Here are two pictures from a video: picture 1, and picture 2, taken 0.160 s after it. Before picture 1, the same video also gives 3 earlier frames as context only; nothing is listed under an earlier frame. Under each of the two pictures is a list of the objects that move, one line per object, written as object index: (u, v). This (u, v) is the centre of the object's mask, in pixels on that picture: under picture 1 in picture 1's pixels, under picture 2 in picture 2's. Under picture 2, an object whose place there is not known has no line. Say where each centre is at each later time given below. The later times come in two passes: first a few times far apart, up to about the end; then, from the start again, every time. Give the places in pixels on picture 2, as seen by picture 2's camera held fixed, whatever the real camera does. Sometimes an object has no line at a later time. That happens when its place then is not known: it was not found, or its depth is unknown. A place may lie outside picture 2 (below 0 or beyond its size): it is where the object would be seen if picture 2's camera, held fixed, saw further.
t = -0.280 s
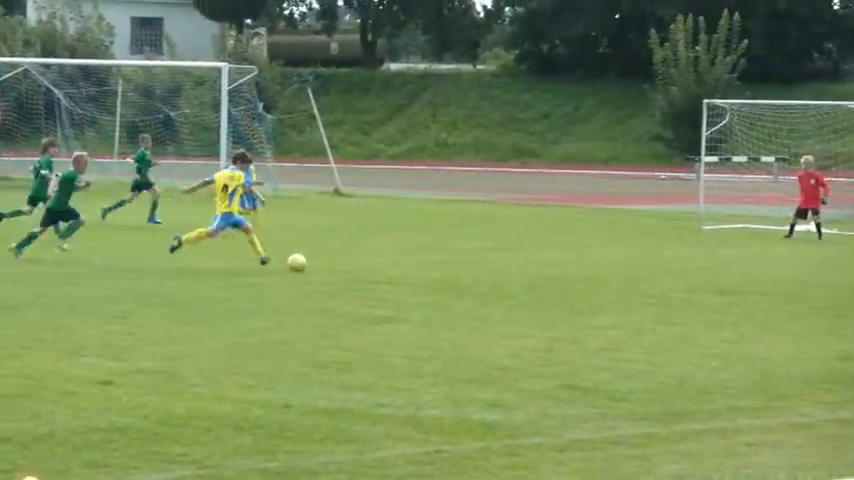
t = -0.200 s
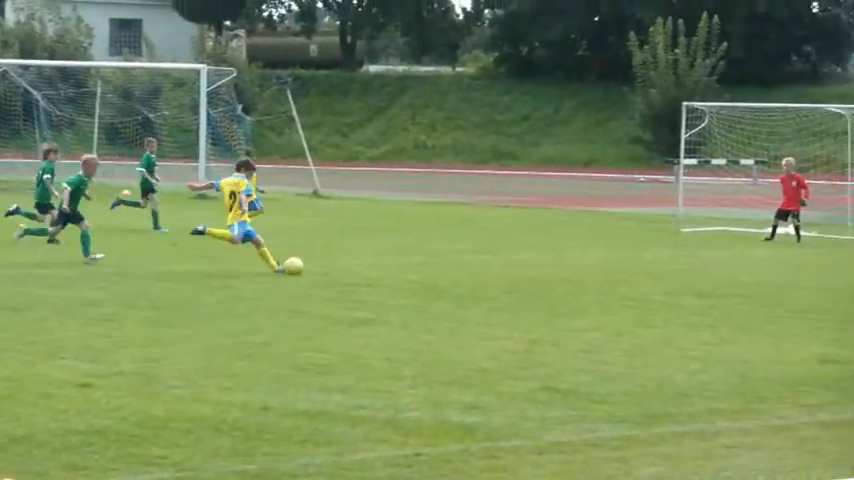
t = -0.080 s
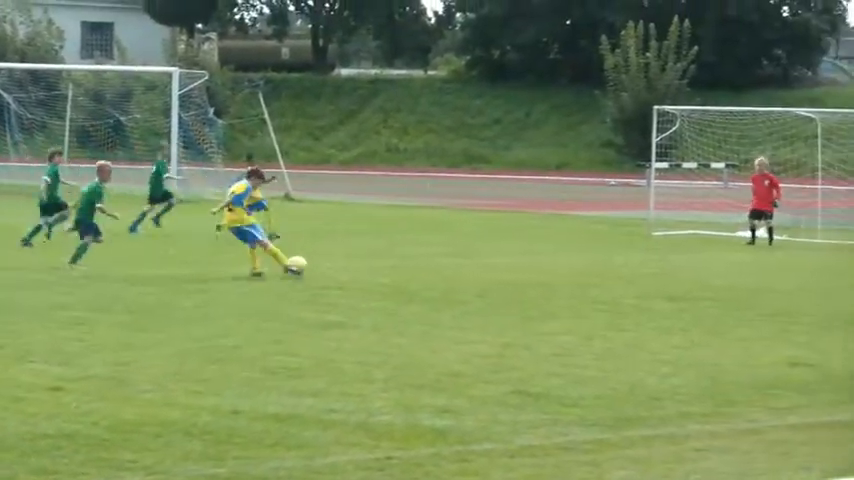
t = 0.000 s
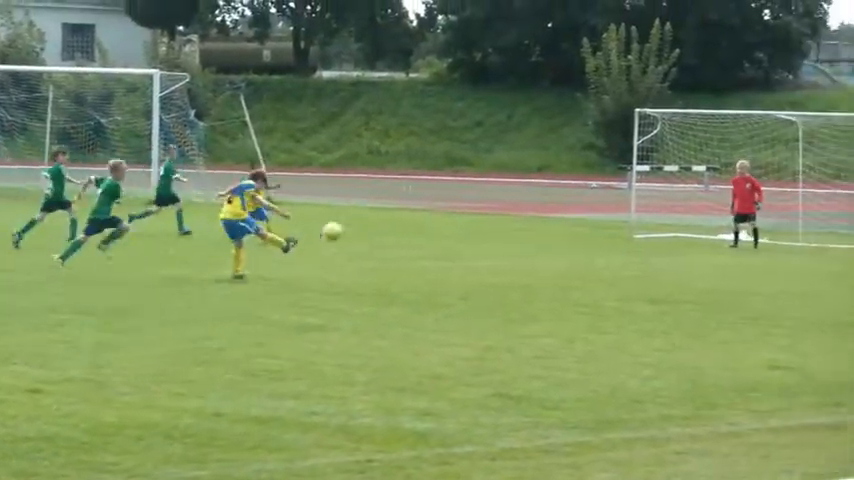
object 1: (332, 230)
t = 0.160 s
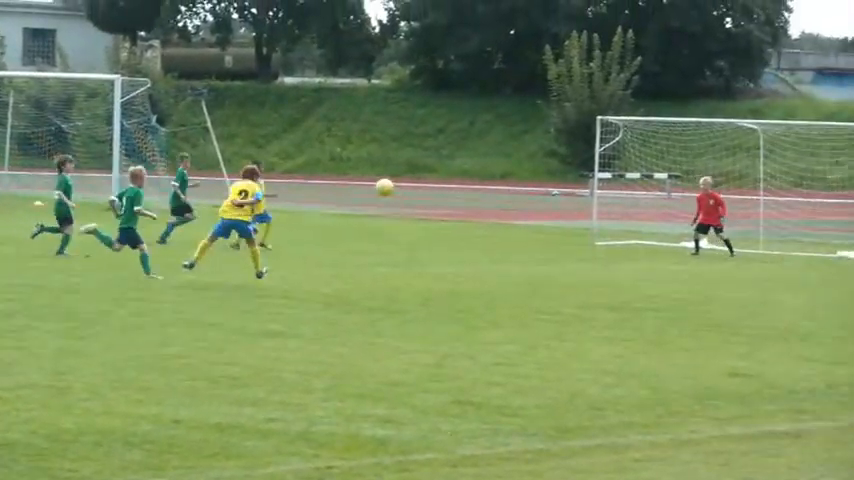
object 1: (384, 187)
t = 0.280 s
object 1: (438, 165)
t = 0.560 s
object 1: (530, 163)
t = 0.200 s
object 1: (403, 178)
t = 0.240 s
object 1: (421, 171)
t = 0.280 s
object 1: (438, 165)
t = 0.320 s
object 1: (454, 161)
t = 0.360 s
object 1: (469, 159)
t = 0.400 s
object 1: (483, 158)
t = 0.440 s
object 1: (495, 158)
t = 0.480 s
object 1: (508, 159)
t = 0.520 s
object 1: (519, 161)
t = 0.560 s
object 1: (530, 163)
